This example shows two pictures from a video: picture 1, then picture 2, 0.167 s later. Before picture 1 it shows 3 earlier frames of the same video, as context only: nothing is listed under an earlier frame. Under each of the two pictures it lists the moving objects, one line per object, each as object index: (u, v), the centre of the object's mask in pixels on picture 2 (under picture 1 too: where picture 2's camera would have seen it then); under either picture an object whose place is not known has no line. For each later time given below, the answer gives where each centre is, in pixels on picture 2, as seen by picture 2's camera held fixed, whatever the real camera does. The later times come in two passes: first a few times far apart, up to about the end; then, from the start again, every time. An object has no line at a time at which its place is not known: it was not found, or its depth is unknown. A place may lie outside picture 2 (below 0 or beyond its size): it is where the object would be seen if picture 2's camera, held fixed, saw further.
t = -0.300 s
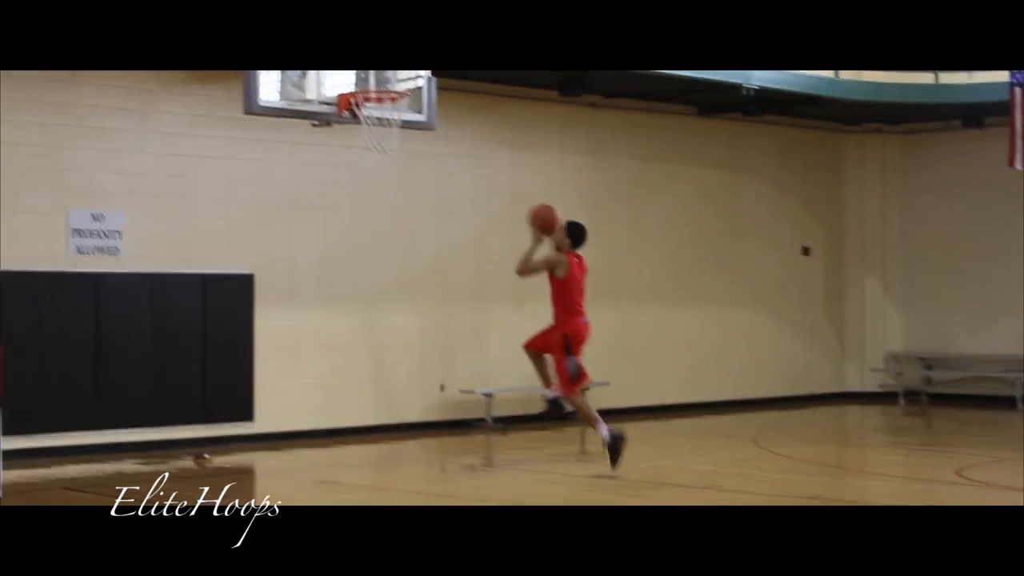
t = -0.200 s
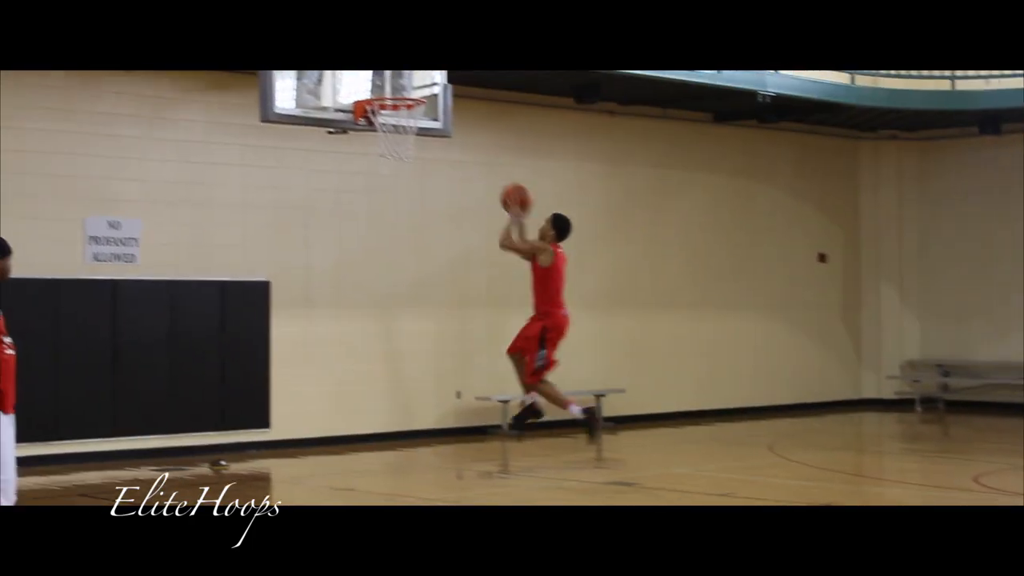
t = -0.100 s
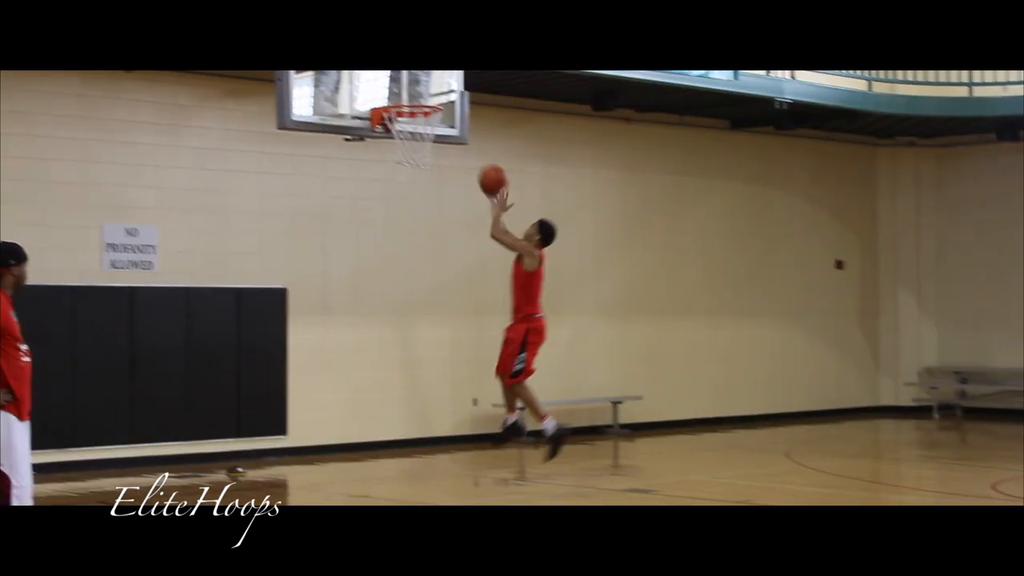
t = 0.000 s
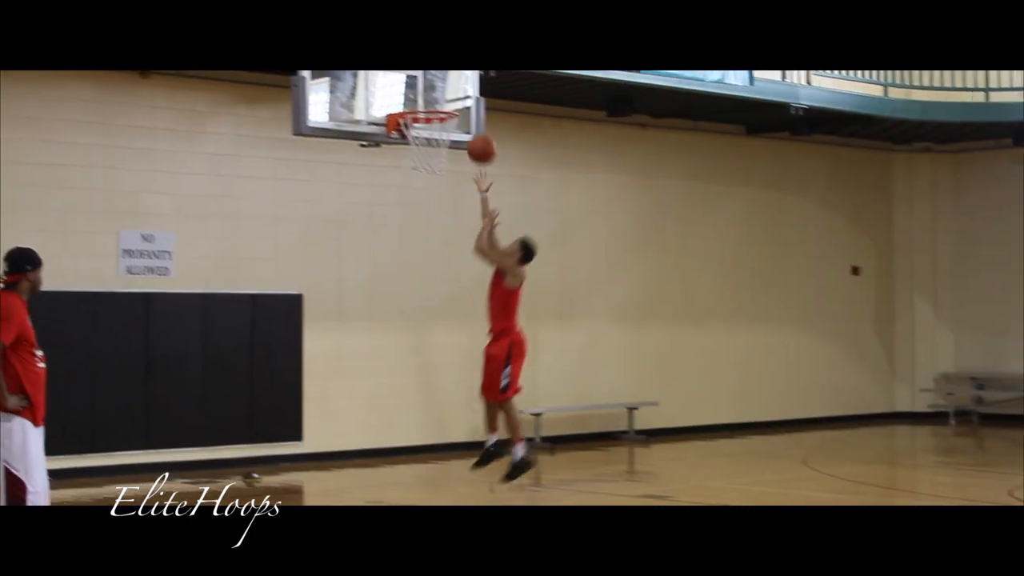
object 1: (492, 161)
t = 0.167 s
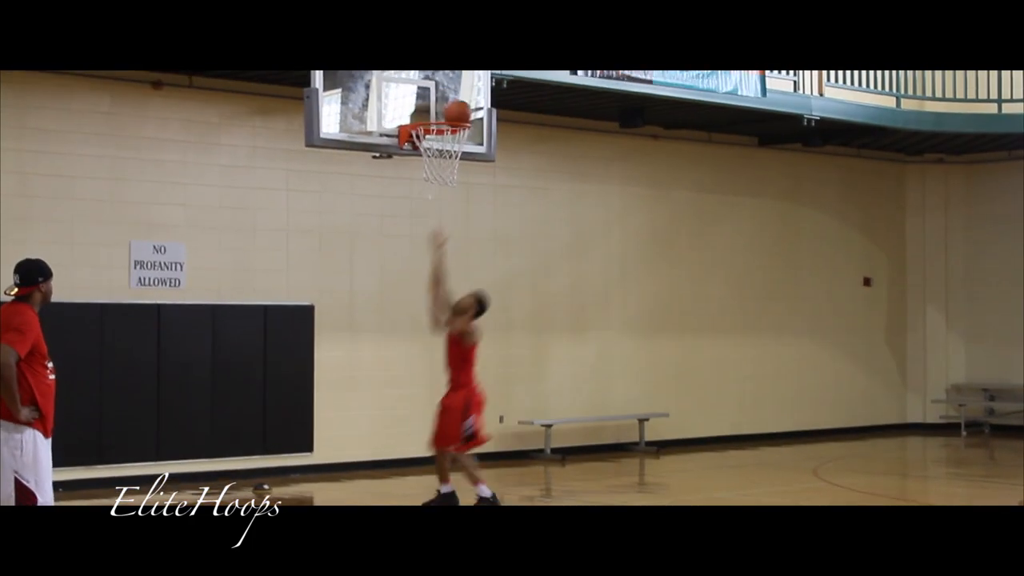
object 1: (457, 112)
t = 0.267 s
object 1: (440, 100)
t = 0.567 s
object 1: (440, 109)
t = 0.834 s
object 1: (442, 180)
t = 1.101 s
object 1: (443, 289)
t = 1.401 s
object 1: (444, 486)
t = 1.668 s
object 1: (438, 346)
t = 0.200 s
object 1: (449, 108)
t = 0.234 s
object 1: (443, 105)
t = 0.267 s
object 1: (440, 100)
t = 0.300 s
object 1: (440, 96)
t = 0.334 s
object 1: (440, 93)
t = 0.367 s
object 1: (440, 91)
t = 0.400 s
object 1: (440, 91)
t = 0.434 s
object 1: (440, 92)
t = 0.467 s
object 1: (440, 95)
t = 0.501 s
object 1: (440, 98)
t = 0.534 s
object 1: (440, 104)
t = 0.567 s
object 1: (440, 109)
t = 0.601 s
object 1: (440, 114)
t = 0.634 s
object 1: (440, 127)
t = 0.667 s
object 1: (438, 139)
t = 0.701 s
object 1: (440, 149)
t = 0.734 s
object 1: (440, 158)
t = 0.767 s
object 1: (441, 175)
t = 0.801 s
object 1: (442, 177)
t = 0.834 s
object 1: (442, 180)
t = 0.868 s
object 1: (441, 187)
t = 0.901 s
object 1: (441, 197)
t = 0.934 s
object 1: (442, 209)
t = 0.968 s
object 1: (442, 222)
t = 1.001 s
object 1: (442, 236)
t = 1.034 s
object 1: (442, 252)
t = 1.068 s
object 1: (442, 269)
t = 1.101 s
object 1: (443, 289)
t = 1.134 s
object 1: (443, 309)
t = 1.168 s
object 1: (443, 330)
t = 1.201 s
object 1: (443, 352)
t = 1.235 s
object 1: (443, 377)
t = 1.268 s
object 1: (444, 405)
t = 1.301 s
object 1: (444, 430)
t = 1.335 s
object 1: (445, 458)
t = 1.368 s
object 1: (445, 484)
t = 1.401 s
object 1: (444, 486)
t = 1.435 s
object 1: (444, 472)
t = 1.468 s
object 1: (443, 447)
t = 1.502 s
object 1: (442, 426)
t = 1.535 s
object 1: (441, 409)
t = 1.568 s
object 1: (440, 391)
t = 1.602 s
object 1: (439, 374)
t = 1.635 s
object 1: (439, 360)
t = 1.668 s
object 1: (438, 346)
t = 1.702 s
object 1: (437, 334)
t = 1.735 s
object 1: (436, 323)
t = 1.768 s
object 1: (435, 314)
